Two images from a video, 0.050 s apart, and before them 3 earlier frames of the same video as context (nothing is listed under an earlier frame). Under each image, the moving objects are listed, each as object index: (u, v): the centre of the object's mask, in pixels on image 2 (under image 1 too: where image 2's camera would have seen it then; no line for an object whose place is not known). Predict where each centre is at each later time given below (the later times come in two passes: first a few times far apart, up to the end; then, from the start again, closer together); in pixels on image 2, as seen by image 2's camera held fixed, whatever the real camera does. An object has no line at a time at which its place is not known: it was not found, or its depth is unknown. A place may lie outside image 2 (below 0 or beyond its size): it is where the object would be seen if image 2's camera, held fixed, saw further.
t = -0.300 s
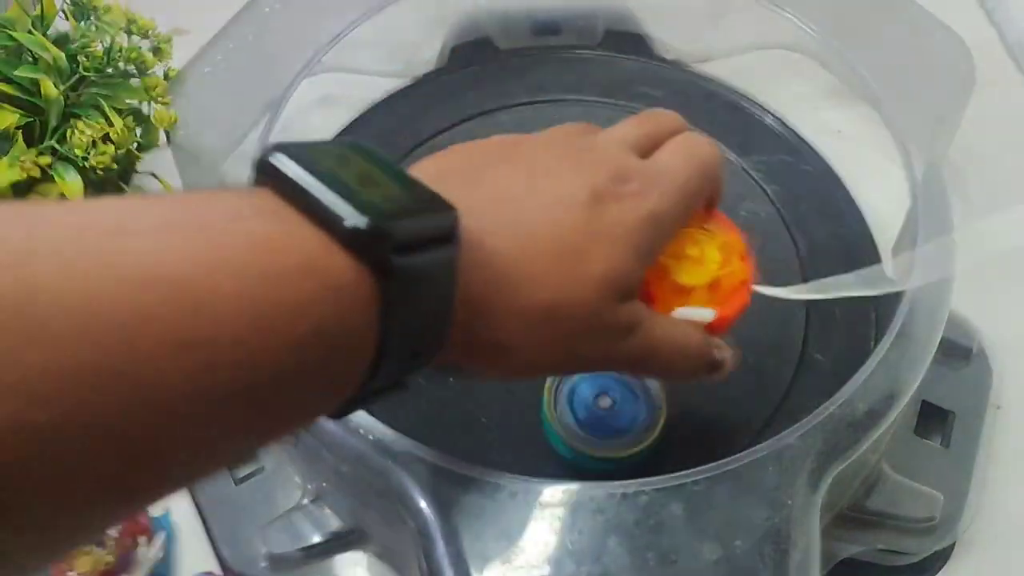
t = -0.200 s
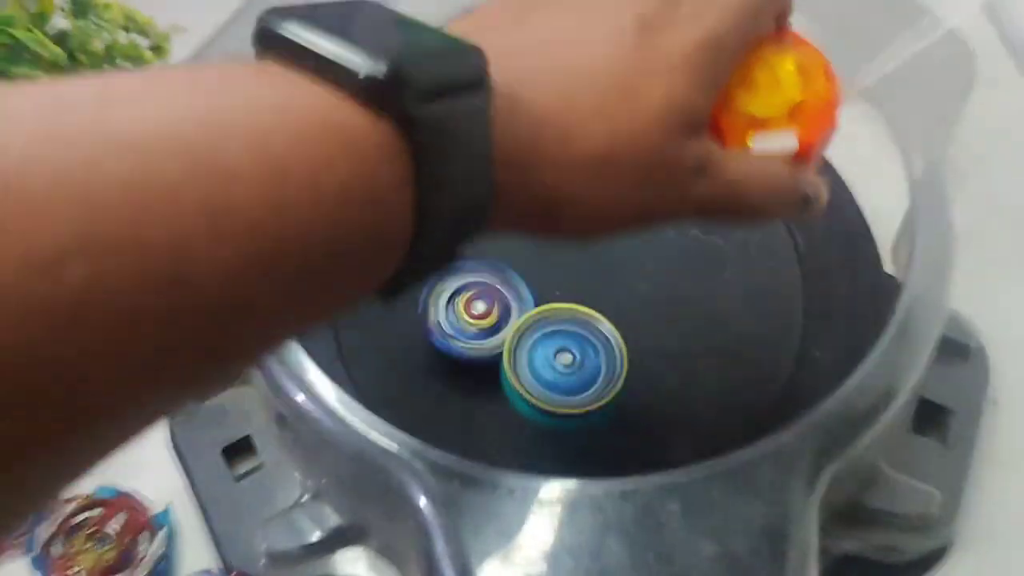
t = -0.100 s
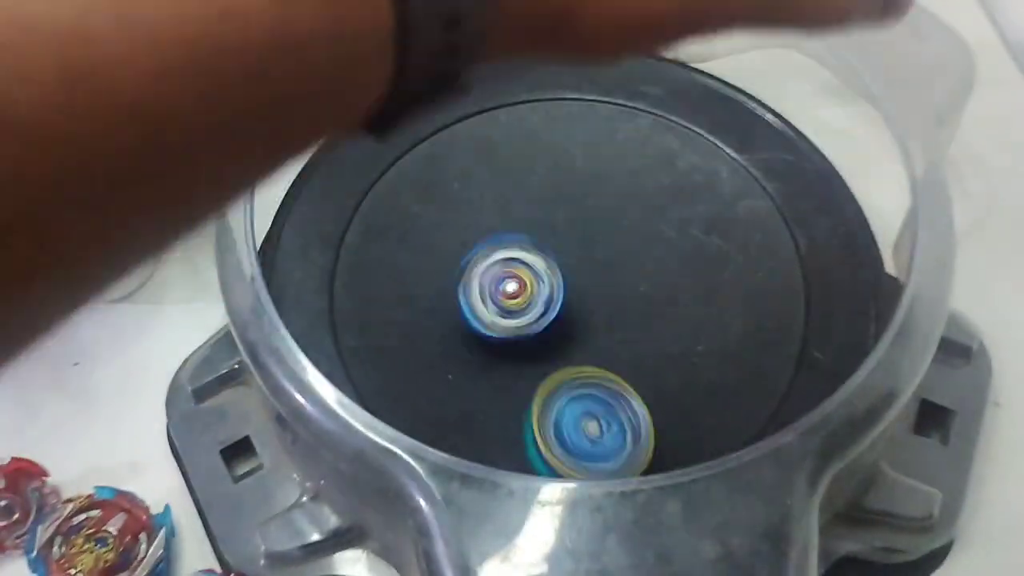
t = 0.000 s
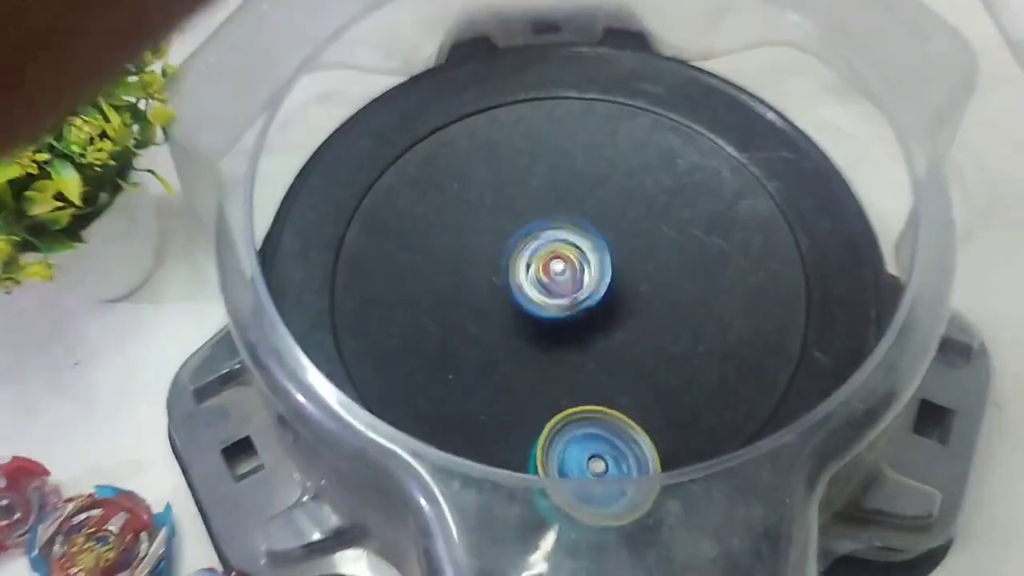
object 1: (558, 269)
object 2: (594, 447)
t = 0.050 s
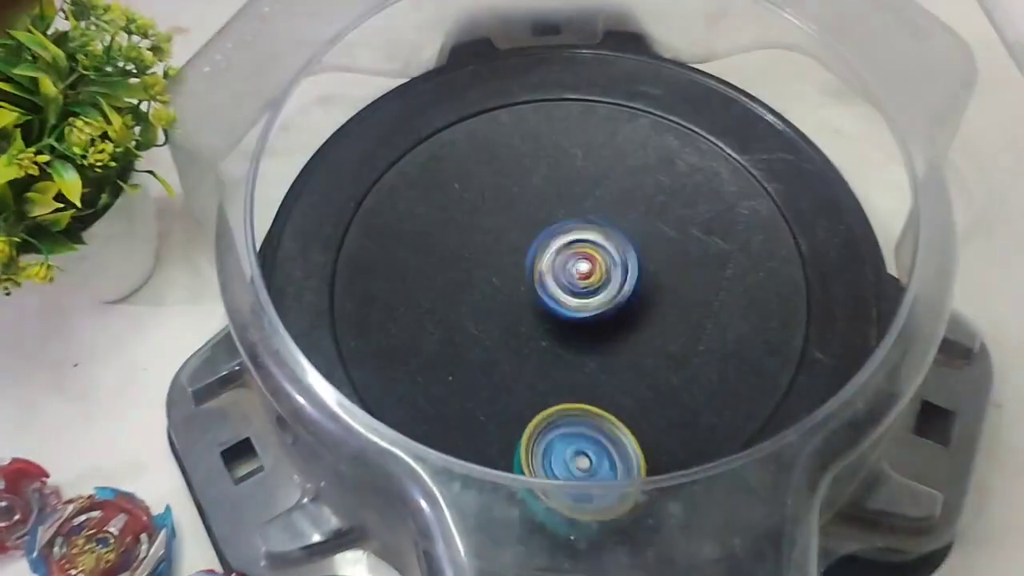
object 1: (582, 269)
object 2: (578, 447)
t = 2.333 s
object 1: (617, 194)
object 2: (731, 217)
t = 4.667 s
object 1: (627, 226)
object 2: (476, 287)
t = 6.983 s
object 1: (515, 239)
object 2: (706, 249)
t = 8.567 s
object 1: (679, 224)
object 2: (440, 258)
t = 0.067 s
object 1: (590, 270)
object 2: (572, 444)
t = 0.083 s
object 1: (598, 269)
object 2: (566, 441)
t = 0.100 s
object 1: (607, 269)
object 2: (559, 440)
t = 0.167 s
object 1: (637, 264)
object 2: (530, 426)
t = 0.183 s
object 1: (646, 263)
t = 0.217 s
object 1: (661, 260)
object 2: (513, 415)
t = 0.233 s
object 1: (666, 258)
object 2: (507, 410)
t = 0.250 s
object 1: (674, 256)
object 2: (503, 405)
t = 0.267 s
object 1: (680, 255)
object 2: (499, 402)
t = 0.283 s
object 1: (687, 251)
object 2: (497, 397)
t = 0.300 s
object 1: (693, 249)
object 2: (496, 394)
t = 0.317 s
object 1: (699, 246)
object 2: (495, 390)
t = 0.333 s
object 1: (704, 244)
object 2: (495, 386)
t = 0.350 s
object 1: (708, 240)
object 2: (494, 383)
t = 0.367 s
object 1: (713, 237)
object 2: (495, 380)
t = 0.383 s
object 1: (715, 234)
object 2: (495, 378)
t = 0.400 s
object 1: (719, 229)
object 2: (497, 376)
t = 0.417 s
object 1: (720, 225)
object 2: (498, 374)
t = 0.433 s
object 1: (719, 222)
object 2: (500, 372)
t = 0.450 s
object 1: (717, 220)
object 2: (502, 371)
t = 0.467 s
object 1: (714, 216)
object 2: (504, 369)
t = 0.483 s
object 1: (711, 215)
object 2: (506, 368)
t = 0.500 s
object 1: (704, 215)
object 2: (509, 368)
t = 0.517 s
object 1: (699, 213)
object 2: (512, 367)
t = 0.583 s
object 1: (670, 219)
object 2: (526, 363)
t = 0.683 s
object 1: (628, 239)
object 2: (550, 359)
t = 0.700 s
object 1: (620, 243)
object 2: (554, 359)
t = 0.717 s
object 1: (615, 247)
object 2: (558, 359)
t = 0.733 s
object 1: (607, 251)
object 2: (563, 359)
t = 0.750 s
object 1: (601, 254)
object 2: (567, 358)
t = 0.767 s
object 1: (597, 258)
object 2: (570, 359)
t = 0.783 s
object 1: (592, 258)
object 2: (574, 362)
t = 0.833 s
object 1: (574, 261)
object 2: (583, 369)
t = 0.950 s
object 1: (528, 273)
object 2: (602, 374)
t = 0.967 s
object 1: (524, 276)
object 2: (604, 374)
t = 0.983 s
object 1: (517, 279)
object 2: (606, 375)
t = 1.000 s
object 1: (515, 282)
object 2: (608, 375)
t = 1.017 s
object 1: (508, 285)
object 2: (610, 375)
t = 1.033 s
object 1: (504, 287)
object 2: (612, 375)
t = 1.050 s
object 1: (501, 291)
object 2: (613, 375)
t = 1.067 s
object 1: (497, 294)
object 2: (615, 374)
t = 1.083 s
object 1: (494, 298)
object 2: (617, 374)
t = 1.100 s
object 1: (490, 302)
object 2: (618, 373)
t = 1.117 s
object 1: (490, 305)
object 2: (620, 373)
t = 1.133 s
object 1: (489, 309)
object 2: (621, 372)
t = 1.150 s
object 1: (487, 313)
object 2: (622, 371)
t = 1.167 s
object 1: (488, 317)
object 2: (623, 371)
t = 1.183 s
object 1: (488, 320)
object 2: (624, 370)
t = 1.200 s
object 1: (490, 323)
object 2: (625, 368)
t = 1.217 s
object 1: (493, 326)
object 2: (626, 368)
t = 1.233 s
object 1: (497, 328)
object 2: (627, 367)
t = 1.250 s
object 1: (502, 330)
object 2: (628, 365)
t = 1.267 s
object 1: (506, 331)
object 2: (629, 364)
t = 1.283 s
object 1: (512, 330)
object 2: (629, 362)
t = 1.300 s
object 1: (504, 325)
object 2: (649, 361)
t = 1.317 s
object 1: (492, 321)
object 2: (670, 360)
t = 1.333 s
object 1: (483, 315)
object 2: (691, 359)
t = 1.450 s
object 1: (443, 291)
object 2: (766, 356)
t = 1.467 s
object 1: (439, 287)
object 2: (771, 358)
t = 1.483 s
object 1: (434, 284)
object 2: (774, 359)
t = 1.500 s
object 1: (432, 281)
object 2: (776, 360)
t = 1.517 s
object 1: (427, 277)
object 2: (776, 361)
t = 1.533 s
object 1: (425, 273)
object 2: (774, 362)
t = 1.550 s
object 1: (422, 270)
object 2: (770, 363)
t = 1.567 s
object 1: (419, 265)
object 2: (766, 363)
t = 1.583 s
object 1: (419, 262)
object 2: (762, 363)
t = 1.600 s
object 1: (416, 258)
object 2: (758, 363)
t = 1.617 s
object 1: (415, 254)
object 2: (754, 363)
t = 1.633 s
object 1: (414, 251)
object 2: (748, 362)
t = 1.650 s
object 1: (414, 246)
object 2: (743, 360)
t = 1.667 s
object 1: (416, 243)
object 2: (739, 359)
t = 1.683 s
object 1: (416, 240)
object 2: (734, 356)
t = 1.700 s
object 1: (418, 236)
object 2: (730, 354)
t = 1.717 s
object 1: (419, 232)
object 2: (726, 352)
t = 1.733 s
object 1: (421, 228)
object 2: (722, 349)
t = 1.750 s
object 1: (425, 225)
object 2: (719, 346)
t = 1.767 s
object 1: (428, 223)
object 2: (717, 343)
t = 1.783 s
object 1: (432, 219)
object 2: (715, 339)
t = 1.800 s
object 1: (437, 217)
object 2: (713, 335)
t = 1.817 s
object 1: (440, 214)
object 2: (712, 331)
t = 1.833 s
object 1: (446, 211)
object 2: (712, 327)
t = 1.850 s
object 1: (451, 210)
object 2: (712, 323)
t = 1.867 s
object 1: (455, 207)
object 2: (711, 319)
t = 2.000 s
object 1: (505, 193)
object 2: (714, 284)
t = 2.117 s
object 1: (550, 187)
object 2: (718, 256)
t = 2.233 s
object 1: (594, 190)
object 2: (719, 233)
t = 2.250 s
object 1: (599, 190)
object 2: (719, 229)
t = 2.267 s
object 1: (605, 191)
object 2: (719, 226)
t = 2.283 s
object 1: (610, 193)
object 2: (719, 223)
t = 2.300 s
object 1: (612, 192)
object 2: (724, 221)
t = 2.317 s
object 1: (615, 193)
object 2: (728, 219)
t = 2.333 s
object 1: (617, 194)
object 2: (731, 217)
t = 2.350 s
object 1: (621, 195)
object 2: (732, 215)
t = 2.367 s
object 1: (621, 196)
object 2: (735, 214)
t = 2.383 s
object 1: (622, 199)
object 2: (740, 212)
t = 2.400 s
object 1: (621, 199)
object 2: (743, 211)
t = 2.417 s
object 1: (620, 203)
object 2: (745, 210)
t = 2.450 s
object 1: (617, 208)
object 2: (748, 209)
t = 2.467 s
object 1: (616, 213)
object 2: (748, 208)
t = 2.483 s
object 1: (615, 216)
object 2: (749, 208)
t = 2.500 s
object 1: (614, 222)
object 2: (748, 208)
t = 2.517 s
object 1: (612, 225)
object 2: (748, 209)
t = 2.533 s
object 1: (613, 230)
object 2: (746, 209)
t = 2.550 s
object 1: (611, 236)
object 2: (745, 209)
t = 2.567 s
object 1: (610, 240)
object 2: (743, 210)
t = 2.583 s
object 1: (610, 245)
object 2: (741, 211)
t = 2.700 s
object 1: (606, 280)
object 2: (721, 213)
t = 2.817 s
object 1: (607, 313)
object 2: (684, 211)
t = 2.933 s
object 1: (608, 336)
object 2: (644, 203)
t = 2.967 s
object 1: (609, 340)
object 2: (633, 200)
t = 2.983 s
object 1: (610, 340)
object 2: (627, 199)
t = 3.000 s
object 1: (610, 341)
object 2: (622, 197)
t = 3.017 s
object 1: (609, 340)
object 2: (616, 196)
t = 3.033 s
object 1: (608, 341)
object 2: (611, 194)
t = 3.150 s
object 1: (596, 331)
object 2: (579, 179)
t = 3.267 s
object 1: (566, 310)
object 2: (554, 165)
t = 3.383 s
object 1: (531, 292)
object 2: (536, 152)
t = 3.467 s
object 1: (508, 282)
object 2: (526, 147)
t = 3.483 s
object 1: (504, 278)
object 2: (524, 147)
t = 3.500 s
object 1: (501, 277)
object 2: (523, 146)
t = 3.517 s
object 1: (496, 275)
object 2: (521, 146)
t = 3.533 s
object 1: (494, 273)
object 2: (519, 146)
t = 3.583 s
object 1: (486, 269)
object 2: (516, 147)
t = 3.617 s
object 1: (481, 267)
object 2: (514, 148)
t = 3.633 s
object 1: (480, 266)
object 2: (513, 149)
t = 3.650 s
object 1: (479, 266)
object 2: (511, 149)
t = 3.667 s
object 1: (478, 264)
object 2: (510, 150)
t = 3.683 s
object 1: (480, 264)
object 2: (508, 151)
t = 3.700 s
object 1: (479, 263)
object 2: (507, 152)
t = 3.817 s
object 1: (495, 257)
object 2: (497, 161)
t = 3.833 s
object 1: (497, 256)
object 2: (496, 162)
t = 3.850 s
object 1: (502, 255)
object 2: (494, 163)
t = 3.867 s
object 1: (508, 257)
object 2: (490, 159)
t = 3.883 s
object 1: (515, 259)
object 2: (488, 155)
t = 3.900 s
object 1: (521, 261)
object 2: (487, 151)
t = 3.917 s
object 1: (527, 260)
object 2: (485, 148)
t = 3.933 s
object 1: (533, 261)
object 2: (485, 146)
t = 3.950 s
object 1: (537, 260)
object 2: (485, 145)
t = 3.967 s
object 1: (546, 259)
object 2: (485, 145)
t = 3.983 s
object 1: (550, 259)
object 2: (485, 145)
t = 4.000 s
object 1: (555, 257)
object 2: (485, 145)
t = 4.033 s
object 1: (567, 255)
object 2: (485, 146)
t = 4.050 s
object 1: (573, 253)
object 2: (485, 147)
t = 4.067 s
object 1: (579, 252)
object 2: (485, 148)
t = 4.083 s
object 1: (583, 251)
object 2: (486, 149)
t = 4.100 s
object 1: (589, 248)
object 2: (486, 151)
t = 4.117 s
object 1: (594, 247)
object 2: (487, 152)
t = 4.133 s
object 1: (597, 245)
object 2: (487, 155)
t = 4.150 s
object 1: (603, 241)
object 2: (488, 157)
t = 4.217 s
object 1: (617, 231)
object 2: (490, 167)
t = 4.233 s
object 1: (619, 227)
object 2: (490, 171)
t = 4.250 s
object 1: (623, 224)
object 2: (491, 174)
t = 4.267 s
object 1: (624, 222)
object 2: (492, 178)
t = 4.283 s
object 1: (625, 218)
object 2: (493, 181)
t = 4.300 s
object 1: (626, 216)
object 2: (493, 185)
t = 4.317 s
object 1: (626, 214)
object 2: (493, 190)
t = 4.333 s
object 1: (625, 212)
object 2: (493, 193)
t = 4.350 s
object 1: (624, 210)
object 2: (493, 198)
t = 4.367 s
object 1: (622, 209)
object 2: (493, 202)
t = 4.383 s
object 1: (621, 207)
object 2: (494, 206)
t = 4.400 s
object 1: (618, 207)
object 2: (494, 211)
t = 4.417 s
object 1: (616, 207)
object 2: (494, 216)
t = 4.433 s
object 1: (613, 208)
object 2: (494, 220)
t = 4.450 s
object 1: (610, 208)
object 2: (494, 225)
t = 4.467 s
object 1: (605, 210)
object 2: (494, 230)
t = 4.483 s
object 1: (603, 212)
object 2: (494, 234)
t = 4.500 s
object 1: (601, 215)
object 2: (493, 239)
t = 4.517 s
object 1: (602, 218)
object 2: (488, 245)
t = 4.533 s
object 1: (604, 216)
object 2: (485, 251)
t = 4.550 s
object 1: (605, 218)
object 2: (483, 256)
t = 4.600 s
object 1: (611, 221)
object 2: (479, 270)
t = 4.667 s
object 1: (627, 226)
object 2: (476, 287)
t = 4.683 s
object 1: (630, 228)
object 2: (474, 291)
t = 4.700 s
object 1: (633, 229)
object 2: (473, 295)
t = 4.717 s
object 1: (635, 232)
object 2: (472, 299)
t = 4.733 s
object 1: (637, 233)
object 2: (472, 303)
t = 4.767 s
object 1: (641, 237)
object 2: (470, 311)
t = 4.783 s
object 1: (643, 239)
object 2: (469, 315)
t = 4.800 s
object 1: (644, 240)
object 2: (467, 318)
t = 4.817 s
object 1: (644, 242)
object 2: (466, 322)
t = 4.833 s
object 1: (645, 244)
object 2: (466, 325)
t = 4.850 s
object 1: (645, 247)
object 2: (466, 328)
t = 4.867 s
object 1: (645, 249)
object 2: (465, 332)
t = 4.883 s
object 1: (644, 252)
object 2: (465, 335)
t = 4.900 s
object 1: (644, 254)
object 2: (464, 338)
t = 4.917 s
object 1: (643, 256)
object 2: (463, 341)
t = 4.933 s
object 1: (642, 259)
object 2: (464, 343)
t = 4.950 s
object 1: (640, 262)
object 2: (463, 346)
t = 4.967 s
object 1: (638, 265)
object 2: (463, 348)
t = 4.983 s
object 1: (637, 269)
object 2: (463, 351)
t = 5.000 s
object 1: (634, 271)
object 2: (463, 353)
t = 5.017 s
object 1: (633, 274)
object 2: (463, 356)
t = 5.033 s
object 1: (630, 277)
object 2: (463, 357)
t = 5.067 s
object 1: (627, 283)
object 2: (464, 362)
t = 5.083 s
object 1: (624, 287)
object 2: (464, 364)
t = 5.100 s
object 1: (621, 290)
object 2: (464, 366)
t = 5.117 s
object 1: (619, 293)
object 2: (465, 367)
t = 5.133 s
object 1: (616, 297)
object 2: (465, 368)
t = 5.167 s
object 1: (611, 302)
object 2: (467, 371)
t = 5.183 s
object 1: (608, 306)
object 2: (468, 373)
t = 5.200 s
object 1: (604, 307)
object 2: (469, 374)
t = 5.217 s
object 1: (603, 310)
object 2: (470, 375)
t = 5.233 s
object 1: (599, 313)
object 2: (472, 375)
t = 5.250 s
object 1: (596, 315)
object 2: (474, 377)
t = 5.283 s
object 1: (591, 320)
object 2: (477, 378)
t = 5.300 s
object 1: (587, 322)
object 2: (479, 378)
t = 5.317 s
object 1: (585, 324)
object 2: (480, 378)
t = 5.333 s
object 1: (586, 324)
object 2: (479, 381)
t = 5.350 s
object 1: (591, 323)
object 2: (472, 385)
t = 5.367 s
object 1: (594, 319)
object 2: (467, 388)
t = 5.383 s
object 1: (598, 316)
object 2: (464, 389)
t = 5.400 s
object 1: (598, 313)
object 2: (462, 389)
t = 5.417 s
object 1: (600, 307)
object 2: (461, 389)
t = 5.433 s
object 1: (602, 303)
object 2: (461, 389)
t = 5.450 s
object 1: (602, 299)
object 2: (460, 389)
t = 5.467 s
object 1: (602, 293)
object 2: (460, 388)
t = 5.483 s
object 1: (603, 289)
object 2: (460, 387)
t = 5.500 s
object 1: (601, 285)
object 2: (461, 385)
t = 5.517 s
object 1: (599, 279)
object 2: (462, 383)
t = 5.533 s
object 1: (599, 275)
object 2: (464, 382)
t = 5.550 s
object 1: (596, 271)
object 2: (465, 380)
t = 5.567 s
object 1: (593, 266)
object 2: (467, 379)
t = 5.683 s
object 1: (570, 241)
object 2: (488, 365)
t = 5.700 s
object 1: (565, 238)
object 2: (493, 363)
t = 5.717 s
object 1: (560, 235)
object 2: (496, 361)
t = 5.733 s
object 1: (557, 233)
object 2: (501, 359)
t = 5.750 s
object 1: (552, 232)
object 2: (505, 356)
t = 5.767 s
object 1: (546, 230)
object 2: (510, 354)
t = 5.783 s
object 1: (543, 228)
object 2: (515, 352)
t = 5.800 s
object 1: (538, 228)
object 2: (519, 350)
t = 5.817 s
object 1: (532, 226)
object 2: (524, 348)
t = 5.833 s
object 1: (529, 226)
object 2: (528, 345)
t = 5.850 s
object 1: (523, 227)
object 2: (533, 343)
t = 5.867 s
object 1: (519, 227)
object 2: (538, 341)
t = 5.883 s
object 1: (516, 228)
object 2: (543, 339)
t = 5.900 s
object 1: (512, 230)
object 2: (547, 337)
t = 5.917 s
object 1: (508, 232)
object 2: (553, 335)
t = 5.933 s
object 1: (506, 234)
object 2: (558, 332)
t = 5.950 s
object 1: (503, 238)
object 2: (563, 331)
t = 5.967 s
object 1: (501, 242)
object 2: (568, 329)
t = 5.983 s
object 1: (501, 245)
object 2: (573, 326)
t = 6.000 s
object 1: (498, 245)
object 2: (583, 326)
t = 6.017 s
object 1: (494, 246)
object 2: (594, 327)
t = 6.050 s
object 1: (486, 245)
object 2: (610, 326)
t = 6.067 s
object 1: (480, 245)
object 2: (617, 325)
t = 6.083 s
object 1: (478, 245)
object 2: (623, 323)
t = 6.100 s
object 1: (475, 247)
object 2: (629, 323)
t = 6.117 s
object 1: (472, 248)
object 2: (634, 322)
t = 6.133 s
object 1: (471, 249)
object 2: (639, 321)
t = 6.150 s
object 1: (470, 251)
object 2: (643, 320)
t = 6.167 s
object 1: (469, 253)
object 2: (648, 319)
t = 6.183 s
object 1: (470, 254)
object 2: (651, 318)
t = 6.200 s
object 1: (471, 259)
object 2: (655, 317)
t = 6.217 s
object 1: (472, 260)
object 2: (659, 316)
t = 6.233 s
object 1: (475, 262)
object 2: (663, 315)
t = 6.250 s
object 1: (478, 263)
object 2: (667, 315)
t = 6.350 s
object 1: (510, 268)
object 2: (685, 308)
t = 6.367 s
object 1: (514, 269)
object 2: (687, 307)
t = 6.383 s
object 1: (520, 268)
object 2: (690, 306)
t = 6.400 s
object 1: (527, 267)
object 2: (692, 305)
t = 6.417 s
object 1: (532, 267)
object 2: (693, 303)
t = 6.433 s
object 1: (536, 265)
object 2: (696, 301)
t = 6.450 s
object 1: (543, 264)
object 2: (697, 300)
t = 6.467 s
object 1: (548, 264)
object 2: (699, 299)
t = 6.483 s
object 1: (553, 261)
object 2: (701, 298)
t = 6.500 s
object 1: (560, 260)
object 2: (702, 296)
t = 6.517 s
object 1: (564, 260)
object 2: (704, 294)
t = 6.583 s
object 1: (584, 253)
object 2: (709, 287)
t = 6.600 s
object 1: (591, 250)
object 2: (709, 286)
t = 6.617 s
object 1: (596, 250)
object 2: (709, 284)
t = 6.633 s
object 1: (599, 247)
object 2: (710, 282)
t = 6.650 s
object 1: (599, 243)
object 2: (715, 281)
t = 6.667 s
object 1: (596, 242)
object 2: (719, 280)
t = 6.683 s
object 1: (589, 237)
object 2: (721, 279)
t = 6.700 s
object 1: (585, 237)
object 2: (723, 276)
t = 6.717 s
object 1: (581, 236)
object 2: (724, 275)
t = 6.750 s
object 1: (572, 231)
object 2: (724, 272)
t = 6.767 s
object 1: (567, 229)
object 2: (724, 270)
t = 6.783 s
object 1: (562, 227)
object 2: (725, 269)
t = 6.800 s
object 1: (559, 226)
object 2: (724, 267)
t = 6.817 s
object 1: (554, 226)
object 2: (724, 265)
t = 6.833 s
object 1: (548, 225)
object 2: (723, 264)
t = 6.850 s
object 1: (545, 225)
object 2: (722, 262)
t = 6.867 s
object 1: (541, 226)
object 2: (720, 261)
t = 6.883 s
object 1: (535, 227)
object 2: (719, 259)
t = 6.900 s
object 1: (532, 227)
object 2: (718, 257)
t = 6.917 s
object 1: (528, 229)
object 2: (716, 256)
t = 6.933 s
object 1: (523, 232)
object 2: (714, 254)
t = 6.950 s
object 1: (521, 233)
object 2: (711, 252)
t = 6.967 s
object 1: (518, 237)
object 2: (709, 250)
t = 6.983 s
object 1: (515, 239)
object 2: (706, 249)
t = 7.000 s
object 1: (514, 241)
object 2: (703, 247)
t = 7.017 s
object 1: (512, 246)
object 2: (701, 244)
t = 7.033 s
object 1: (511, 248)
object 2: (698, 243)
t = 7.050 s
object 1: (512, 251)
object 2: (695, 241)
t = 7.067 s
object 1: (513, 256)
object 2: (692, 239)
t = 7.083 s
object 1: (513, 260)
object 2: (689, 237)
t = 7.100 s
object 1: (514, 263)
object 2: (685, 235)
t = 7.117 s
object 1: (518, 267)
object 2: (681, 234)
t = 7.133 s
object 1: (519, 271)
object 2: (678, 232)
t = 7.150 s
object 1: (521, 274)
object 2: (674, 231)
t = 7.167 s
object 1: (526, 277)
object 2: (670, 229)
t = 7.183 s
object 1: (529, 281)
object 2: (666, 227)
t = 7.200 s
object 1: (533, 282)
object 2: (663, 225)
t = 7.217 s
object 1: (539, 285)
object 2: (659, 224)
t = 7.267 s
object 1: (553, 289)
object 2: (646, 218)
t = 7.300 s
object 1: (562, 291)
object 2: (637, 216)
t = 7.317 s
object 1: (568, 291)
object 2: (633, 214)
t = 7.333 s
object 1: (574, 292)
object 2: (629, 212)
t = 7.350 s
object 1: (571, 299)
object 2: (625, 203)
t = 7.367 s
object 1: (575, 310)
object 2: (623, 192)
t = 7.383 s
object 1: (574, 321)
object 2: (619, 184)
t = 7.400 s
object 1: (578, 332)
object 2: (615, 177)
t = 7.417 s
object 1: (581, 341)
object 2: (611, 171)
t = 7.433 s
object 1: (585, 349)
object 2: (609, 167)
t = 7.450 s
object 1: (586, 355)
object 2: (606, 163)
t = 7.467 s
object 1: (590, 359)
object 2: (602, 160)
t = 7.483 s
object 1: (592, 364)
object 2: (600, 158)
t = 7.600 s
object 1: (602, 391)
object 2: (582, 148)
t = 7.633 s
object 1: (606, 395)
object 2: (577, 146)
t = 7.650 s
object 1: (606, 395)
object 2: (575, 146)
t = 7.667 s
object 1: (608, 396)
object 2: (572, 146)
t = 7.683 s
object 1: (608, 395)
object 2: (569, 144)
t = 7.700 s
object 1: (608, 395)
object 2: (567, 145)
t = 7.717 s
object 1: (609, 392)
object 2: (563, 144)
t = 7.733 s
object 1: (608, 389)
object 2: (561, 145)
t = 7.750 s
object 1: (606, 386)
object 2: (558, 144)
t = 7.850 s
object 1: (593, 358)
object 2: (541, 149)
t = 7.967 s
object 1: (577, 322)
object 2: (521, 159)
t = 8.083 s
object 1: (566, 289)
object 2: (502, 173)
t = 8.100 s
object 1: (566, 284)
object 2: (499, 176)
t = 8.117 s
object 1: (563, 279)
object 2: (497, 179)
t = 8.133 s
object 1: (564, 274)
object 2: (494, 181)
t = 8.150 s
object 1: (563, 270)
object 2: (492, 184)
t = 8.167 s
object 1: (563, 265)
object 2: (489, 187)
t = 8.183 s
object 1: (563, 260)
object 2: (486, 189)
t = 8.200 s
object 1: (564, 256)
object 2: (484, 192)
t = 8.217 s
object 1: (567, 255)
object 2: (480, 195)
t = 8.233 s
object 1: (572, 252)
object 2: (473, 195)
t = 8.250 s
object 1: (584, 252)
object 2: (467, 196)
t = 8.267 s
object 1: (590, 249)
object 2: (463, 198)
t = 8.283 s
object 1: (598, 246)
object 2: (460, 200)
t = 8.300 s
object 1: (604, 246)
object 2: (458, 203)
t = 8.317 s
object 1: (607, 244)
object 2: (455, 205)
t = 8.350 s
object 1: (616, 239)
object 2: (451, 211)
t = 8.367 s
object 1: (621, 237)
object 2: (449, 214)
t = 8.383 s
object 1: (626, 234)
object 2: (447, 217)
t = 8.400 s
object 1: (631, 233)
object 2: (446, 221)
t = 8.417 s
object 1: (636, 232)
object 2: (445, 224)
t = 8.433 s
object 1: (639, 230)
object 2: (444, 228)
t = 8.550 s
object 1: (674, 224)
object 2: (440, 255)
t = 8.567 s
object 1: (679, 224)
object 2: (440, 258)
